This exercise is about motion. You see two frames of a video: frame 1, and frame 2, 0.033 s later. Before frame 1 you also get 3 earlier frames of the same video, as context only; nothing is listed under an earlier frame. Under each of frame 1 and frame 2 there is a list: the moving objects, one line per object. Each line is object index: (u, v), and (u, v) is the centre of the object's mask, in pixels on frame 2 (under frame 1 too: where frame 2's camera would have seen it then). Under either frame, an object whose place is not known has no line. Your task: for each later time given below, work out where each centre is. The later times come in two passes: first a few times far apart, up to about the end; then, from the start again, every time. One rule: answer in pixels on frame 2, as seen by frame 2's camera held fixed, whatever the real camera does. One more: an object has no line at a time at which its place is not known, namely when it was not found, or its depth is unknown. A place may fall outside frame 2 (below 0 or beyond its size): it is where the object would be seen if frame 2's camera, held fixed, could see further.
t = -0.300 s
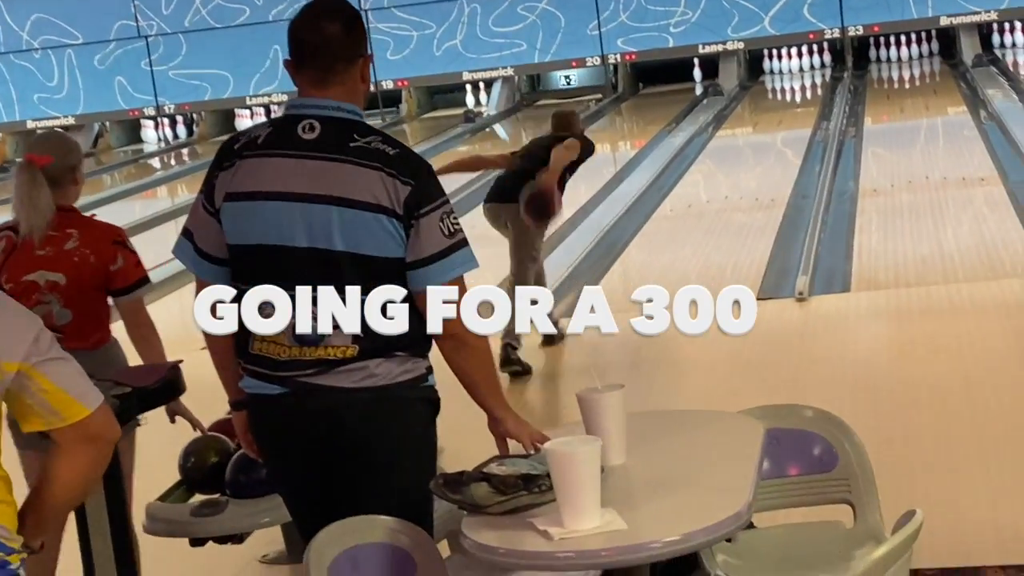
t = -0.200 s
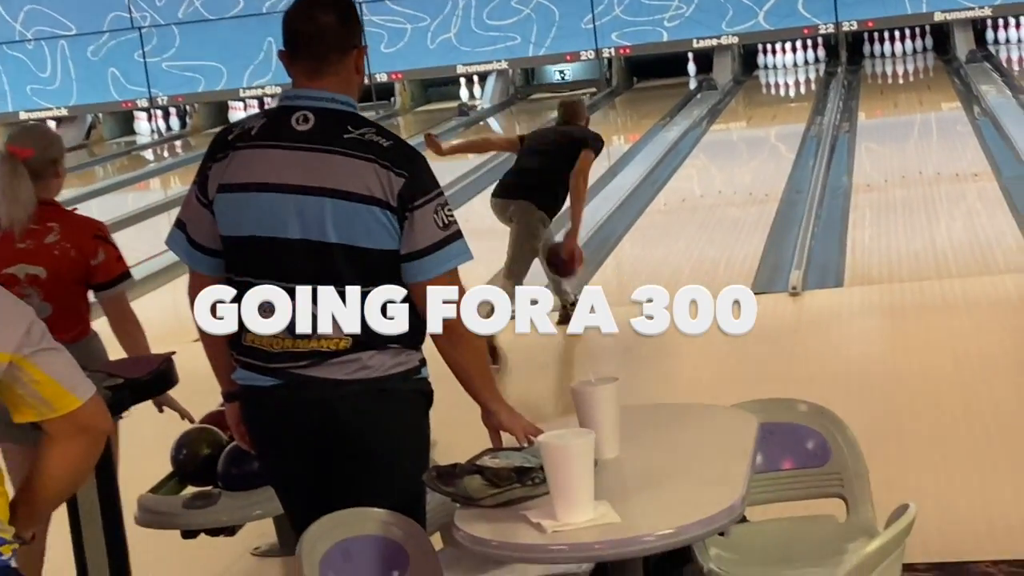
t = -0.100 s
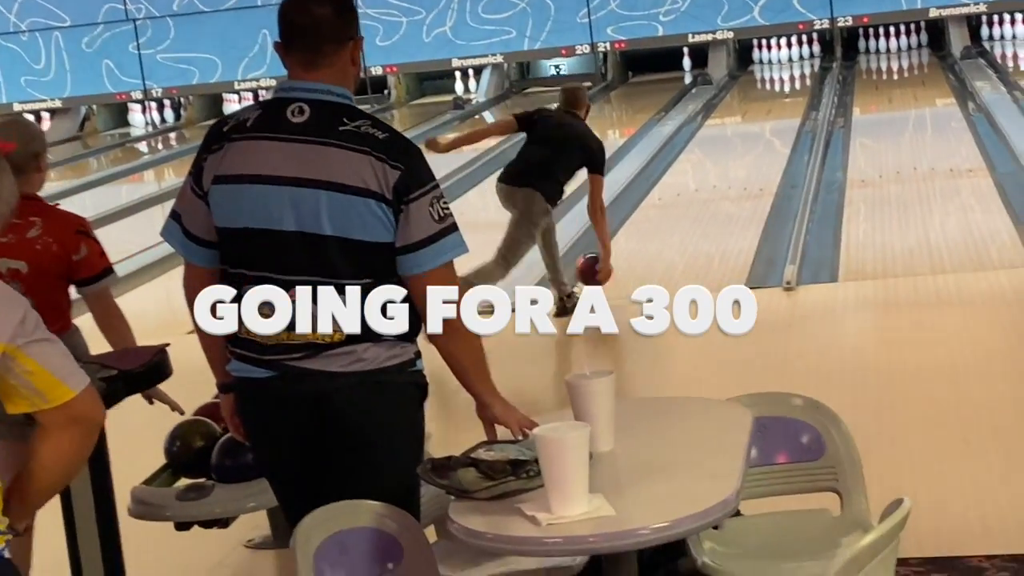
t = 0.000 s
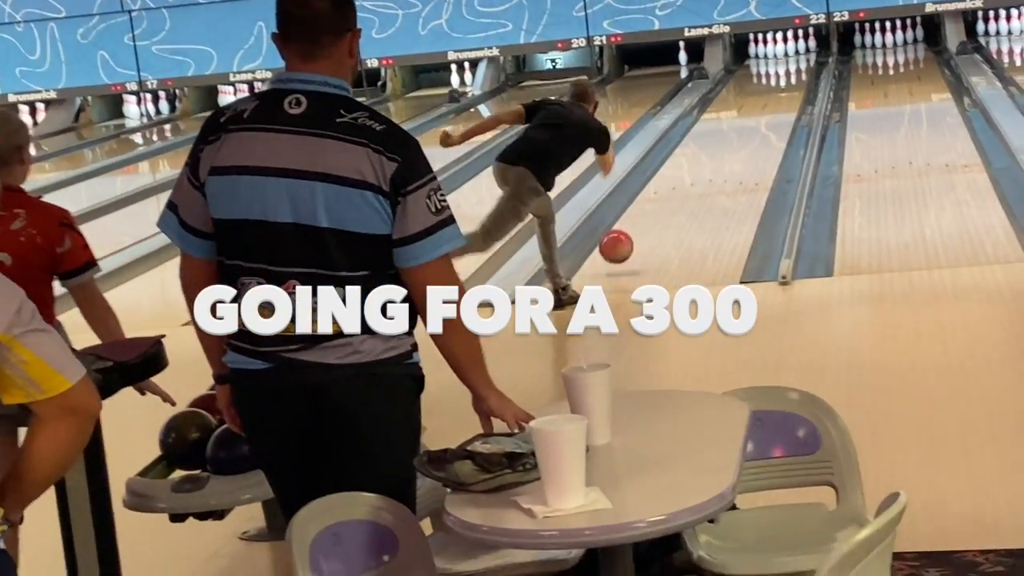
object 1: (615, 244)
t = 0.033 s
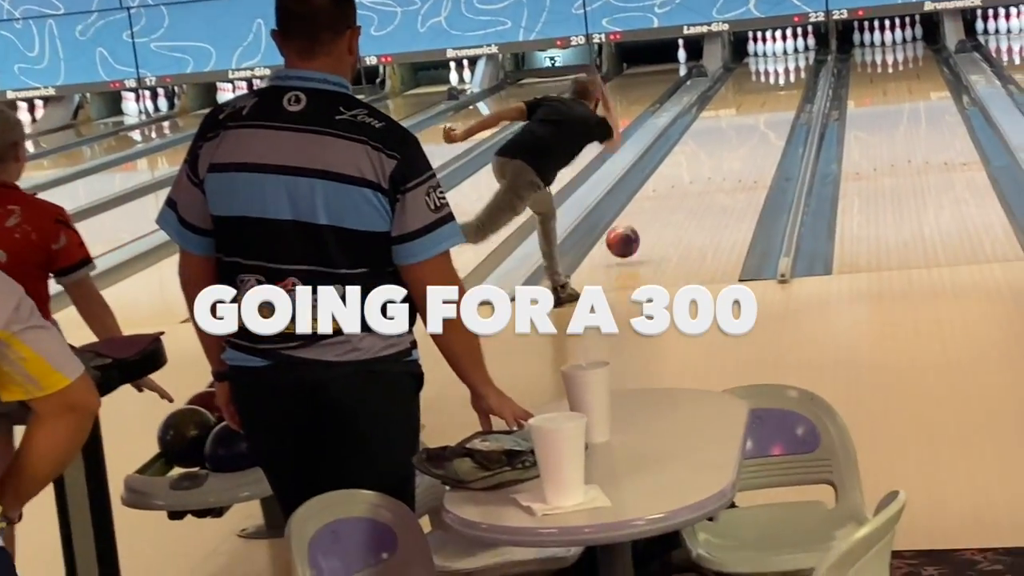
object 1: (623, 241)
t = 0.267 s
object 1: (669, 203)
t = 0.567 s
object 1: (710, 161)
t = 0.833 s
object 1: (736, 133)
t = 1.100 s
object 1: (755, 110)
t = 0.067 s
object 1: (630, 239)
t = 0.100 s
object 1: (637, 233)
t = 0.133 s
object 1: (644, 227)
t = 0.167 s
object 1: (651, 220)
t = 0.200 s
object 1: (657, 214)
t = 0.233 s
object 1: (663, 208)
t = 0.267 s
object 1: (669, 203)
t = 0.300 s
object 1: (674, 197)
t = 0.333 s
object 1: (679, 193)
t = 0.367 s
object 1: (684, 187)
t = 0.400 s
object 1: (689, 183)
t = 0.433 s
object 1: (694, 177)
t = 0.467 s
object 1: (698, 174)
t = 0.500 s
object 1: (702, 169)
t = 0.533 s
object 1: (706, 165)
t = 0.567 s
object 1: (710, 161)
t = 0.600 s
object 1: (713, 157)
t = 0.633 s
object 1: (717, 154)
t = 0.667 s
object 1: (720, 150)
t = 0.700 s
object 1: (724, 146)
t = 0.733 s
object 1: (727, 143)
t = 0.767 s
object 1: (730, 140)
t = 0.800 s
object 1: (733, 136)
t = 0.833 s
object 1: (736, 133)
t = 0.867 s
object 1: (739, 130)
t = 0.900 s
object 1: (741, 127)
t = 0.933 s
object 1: (743, 124)
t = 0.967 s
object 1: (746, 121)
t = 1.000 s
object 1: (749, 118)
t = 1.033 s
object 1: (750, 116)
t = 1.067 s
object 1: (753, 113)
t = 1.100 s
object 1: (755, 110)
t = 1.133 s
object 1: (757, 108)
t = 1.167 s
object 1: (759, 105)
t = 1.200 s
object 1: (761, 104)
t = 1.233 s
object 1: (764, 100)
